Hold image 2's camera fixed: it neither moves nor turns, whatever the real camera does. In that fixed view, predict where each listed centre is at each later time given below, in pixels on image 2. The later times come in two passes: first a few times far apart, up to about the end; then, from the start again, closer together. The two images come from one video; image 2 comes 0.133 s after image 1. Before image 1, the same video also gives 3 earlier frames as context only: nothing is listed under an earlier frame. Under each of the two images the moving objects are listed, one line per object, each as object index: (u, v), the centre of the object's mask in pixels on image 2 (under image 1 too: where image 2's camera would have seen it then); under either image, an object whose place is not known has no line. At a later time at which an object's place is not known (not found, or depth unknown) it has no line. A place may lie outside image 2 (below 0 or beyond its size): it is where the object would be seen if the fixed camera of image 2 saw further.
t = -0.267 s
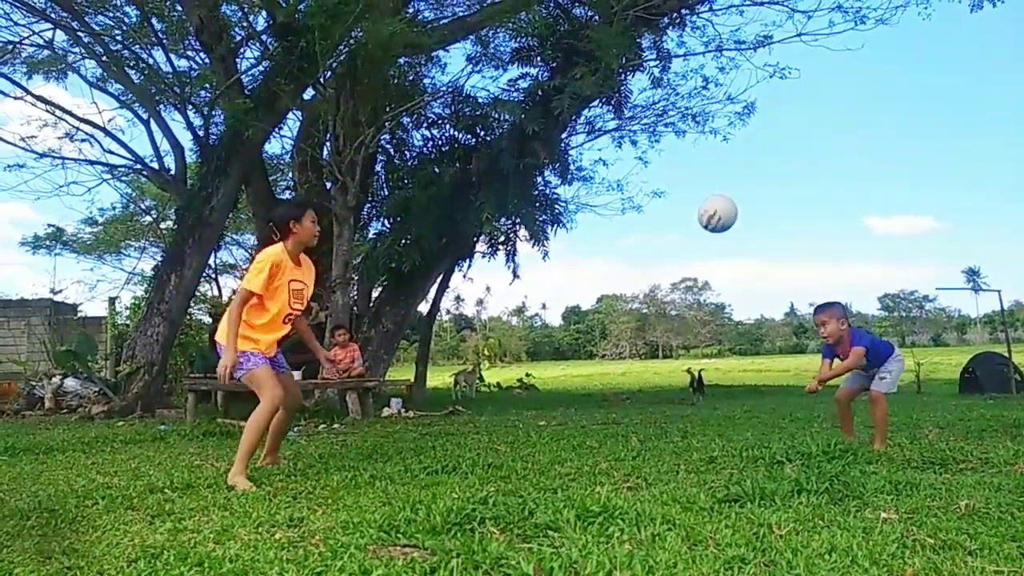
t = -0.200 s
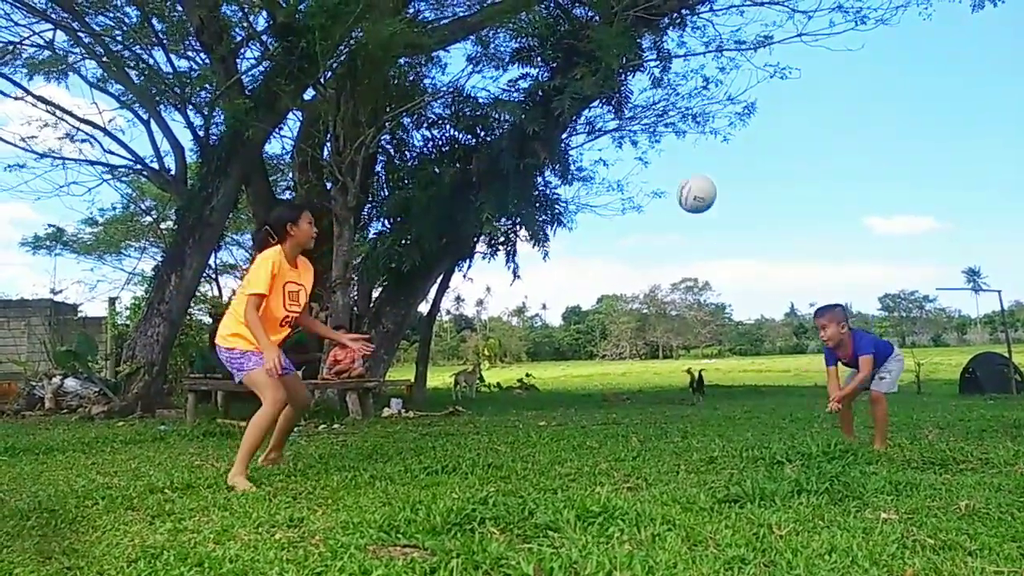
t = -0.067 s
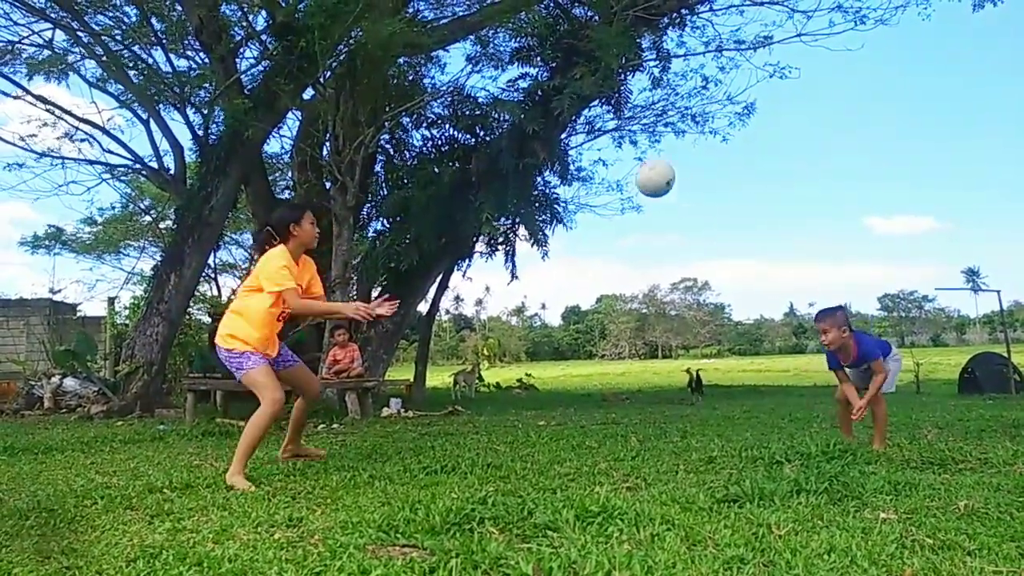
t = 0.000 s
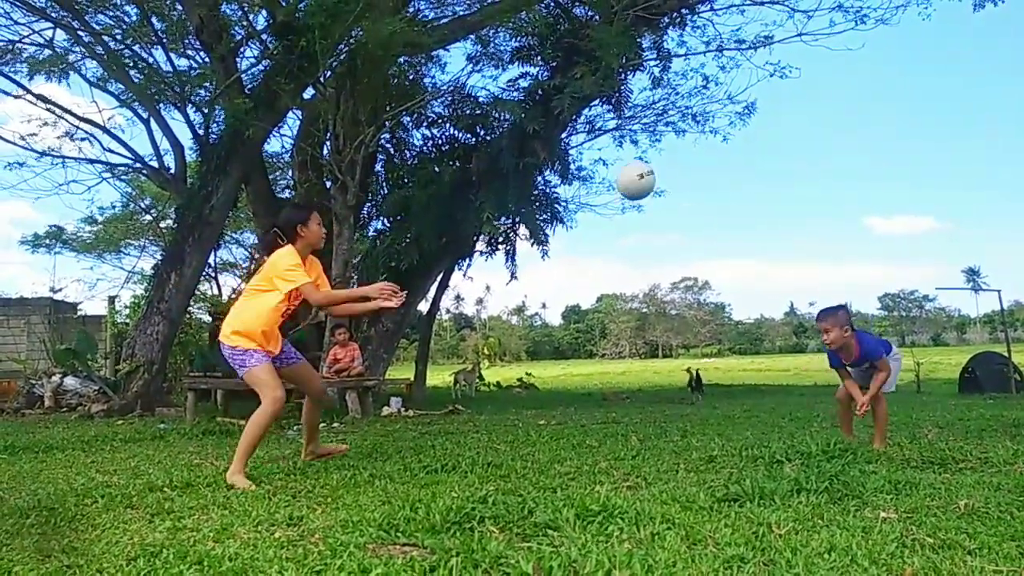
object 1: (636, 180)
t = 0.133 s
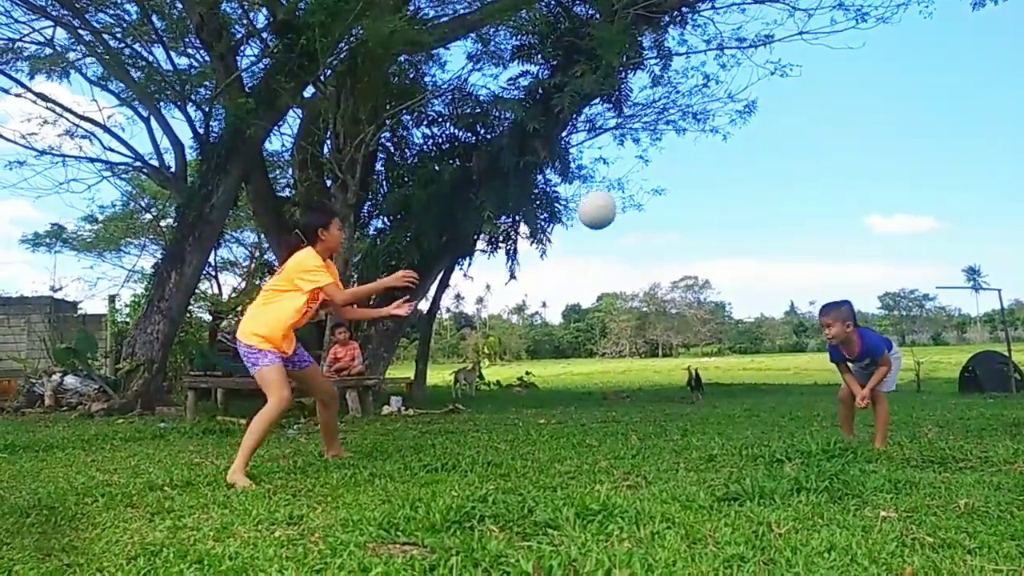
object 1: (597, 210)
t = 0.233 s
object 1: (569, 252)
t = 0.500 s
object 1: (503, 437)
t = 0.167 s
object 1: (588, 222)
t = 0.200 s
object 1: (578, 237)
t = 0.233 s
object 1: (569, 252)
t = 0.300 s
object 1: (551, 293)
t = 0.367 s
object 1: (534, 340)
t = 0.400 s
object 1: (526, 367)
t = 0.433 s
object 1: (516, 397)
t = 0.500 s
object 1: (503, 437)
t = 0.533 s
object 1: (500, 422)
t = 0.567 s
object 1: (498, 408)
